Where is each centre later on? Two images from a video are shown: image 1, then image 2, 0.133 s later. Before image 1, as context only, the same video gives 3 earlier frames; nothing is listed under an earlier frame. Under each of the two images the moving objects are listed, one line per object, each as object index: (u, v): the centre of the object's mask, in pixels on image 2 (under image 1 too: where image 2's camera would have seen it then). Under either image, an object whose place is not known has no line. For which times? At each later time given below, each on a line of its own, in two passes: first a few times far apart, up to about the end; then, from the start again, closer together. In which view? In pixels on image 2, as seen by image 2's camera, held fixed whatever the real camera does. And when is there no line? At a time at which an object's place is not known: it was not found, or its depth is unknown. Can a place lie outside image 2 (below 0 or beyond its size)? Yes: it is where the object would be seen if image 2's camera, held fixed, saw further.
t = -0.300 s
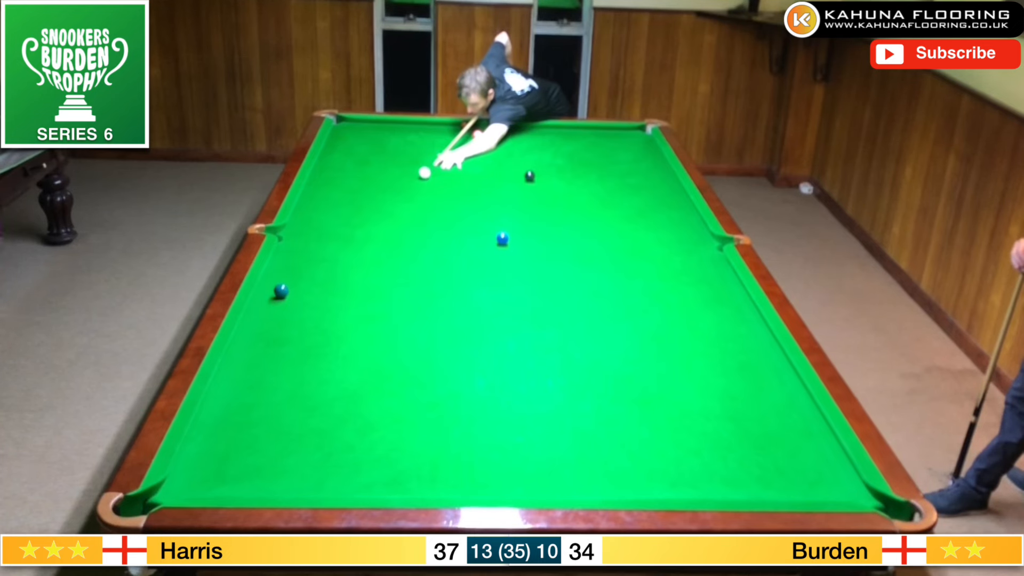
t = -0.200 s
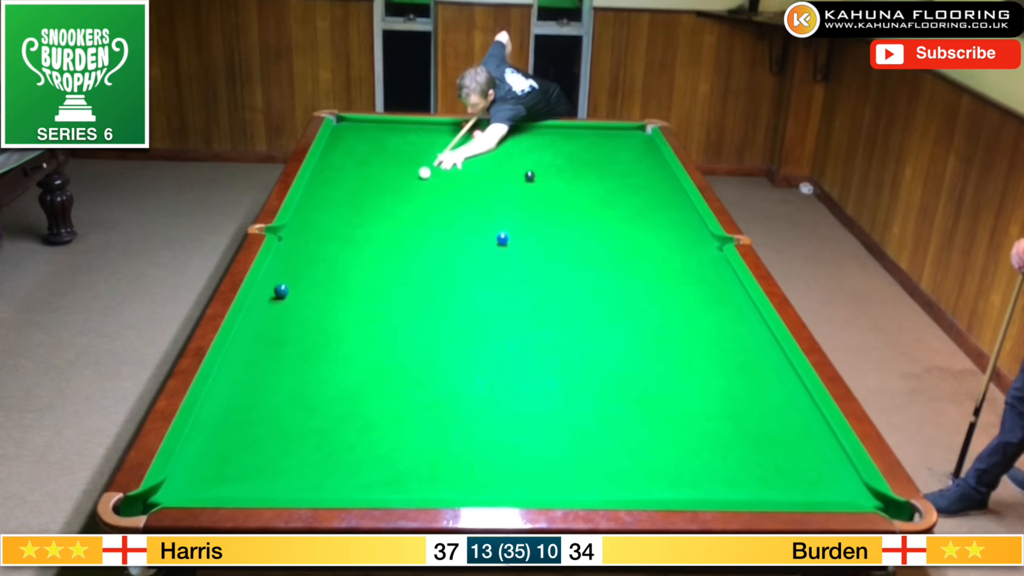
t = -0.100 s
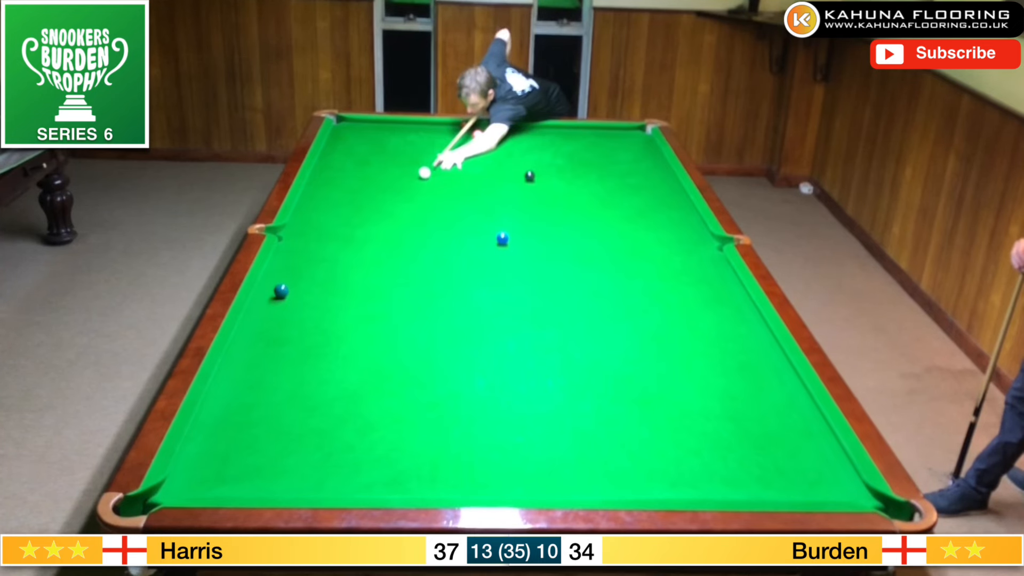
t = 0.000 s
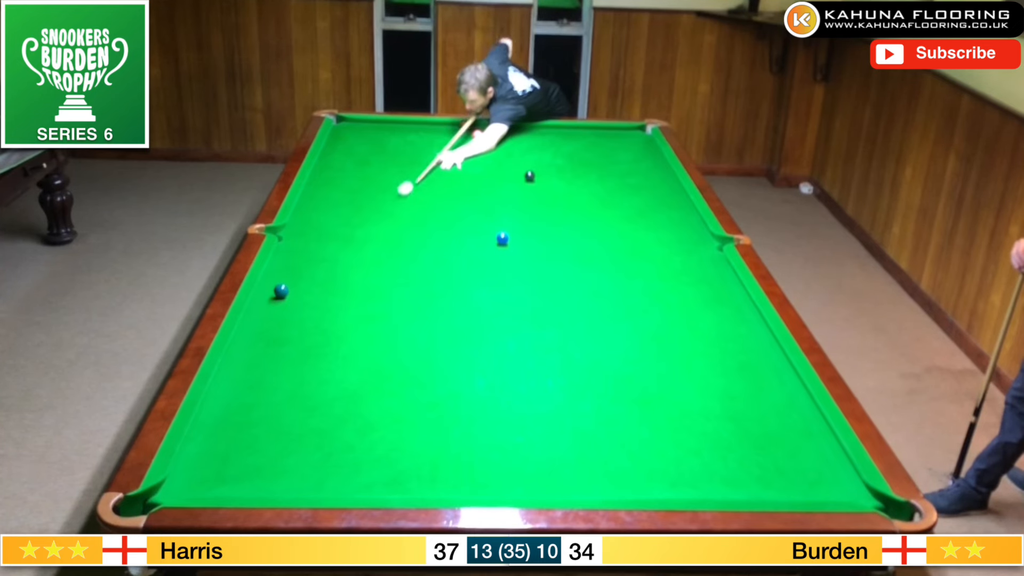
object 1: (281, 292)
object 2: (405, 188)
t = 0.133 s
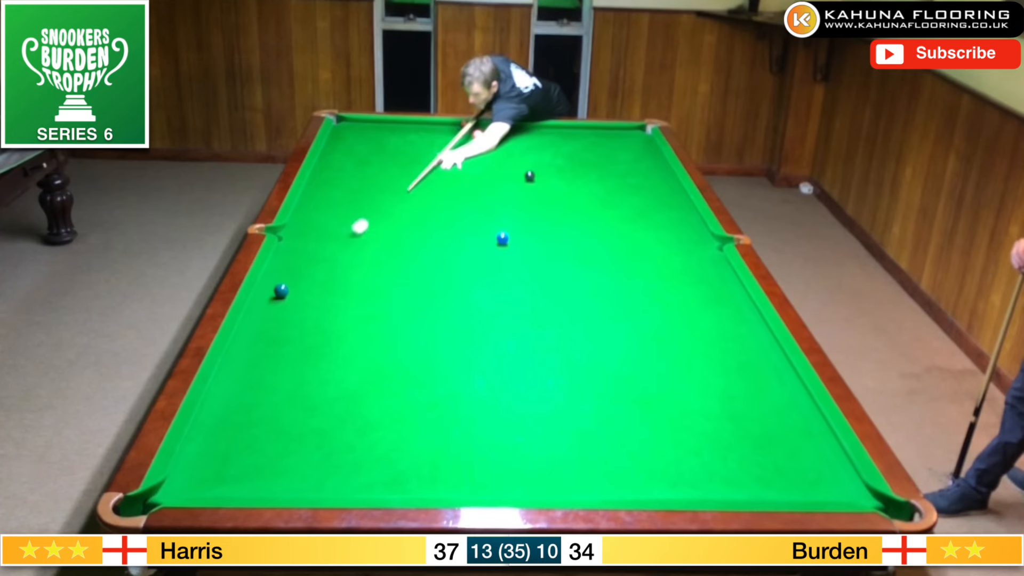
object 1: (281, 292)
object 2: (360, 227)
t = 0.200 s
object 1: (281, 292)
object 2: (334, 248)
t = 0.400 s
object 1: (264, 320)
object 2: (299, 289)
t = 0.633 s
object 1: (314, 381)
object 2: (312, 301)
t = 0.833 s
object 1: (360, 433)
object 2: (323, 310)
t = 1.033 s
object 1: (414, 489)
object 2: (335, 320)
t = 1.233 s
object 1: (483, 454)
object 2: (346, 329)
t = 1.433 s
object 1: (542, 419)
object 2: (358, 338)
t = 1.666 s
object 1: (601, 385)
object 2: (371, 348)
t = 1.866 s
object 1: (646, 359)
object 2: (381, 357)
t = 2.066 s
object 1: (686, 337)
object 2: (391, 364)
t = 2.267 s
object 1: (721, 317)
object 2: (401, 372)
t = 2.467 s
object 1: (737, 300)
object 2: (409, 378)
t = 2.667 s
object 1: (703, 285)
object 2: (417, 384)
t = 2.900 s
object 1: (667, 269)
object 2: (426, 391)
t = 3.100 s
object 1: (639, 258)
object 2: (432, 396)
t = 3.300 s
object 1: (614, 247)
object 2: (437, 400)
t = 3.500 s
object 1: (591, 237)
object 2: (442, 403)
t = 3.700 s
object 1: (570, 227)
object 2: (446, 406)
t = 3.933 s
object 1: (547, 217)
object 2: (449, 408)
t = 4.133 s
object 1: (530, 209)
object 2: (450, 409)
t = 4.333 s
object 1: (513, 201)
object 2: (451, 409)
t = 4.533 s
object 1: (498, 195)
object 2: (451, 409)
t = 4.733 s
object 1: (485, 188)
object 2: (450, 409)
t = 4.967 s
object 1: (470, 181)
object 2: (451, 409)
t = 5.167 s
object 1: (458, 176)
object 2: (450, 409)
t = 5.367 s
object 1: (448, 171)
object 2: (450, 409)
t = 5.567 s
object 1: (438, 166)
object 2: (450, 409)
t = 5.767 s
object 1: (429, 162)
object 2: (450, 409)
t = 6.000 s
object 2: (450, 409)
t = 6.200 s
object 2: (450, 409)
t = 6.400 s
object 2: (450, 409)
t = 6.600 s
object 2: (450, 409)
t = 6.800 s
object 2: (450, 409)
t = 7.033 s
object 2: (450, 409)
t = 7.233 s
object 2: (450, 409)
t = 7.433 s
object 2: (450, 408)
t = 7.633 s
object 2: (450, 409)
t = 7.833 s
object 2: (450, 408)
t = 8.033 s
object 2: (450, 408)
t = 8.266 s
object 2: (450, 409)
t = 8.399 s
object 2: (450, 409)
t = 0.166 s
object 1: (281, 292)
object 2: (347, 237)
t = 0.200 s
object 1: (281, 292)
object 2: (334, 248)
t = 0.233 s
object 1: (281, 292)
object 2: (321, 259)
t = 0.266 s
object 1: (281, 292)
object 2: (308, 270)
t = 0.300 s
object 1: (281, 292)
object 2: (294, 282)
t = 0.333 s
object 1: (266, 300)
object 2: (293, 286)
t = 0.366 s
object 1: (257, 311)
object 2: (296, 288)
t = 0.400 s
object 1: (264, 320)
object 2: (299, 289)
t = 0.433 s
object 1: (271, 329)
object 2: (301, 291)
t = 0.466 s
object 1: (278, 338)
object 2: (302, 293)
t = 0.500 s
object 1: (286, 347)
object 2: (304, 294)
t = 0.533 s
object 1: (293, 356)
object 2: (306, 296)
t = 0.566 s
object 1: (300, 365)
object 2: (308, 298)
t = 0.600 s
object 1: (307, 373)
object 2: (310, 299)
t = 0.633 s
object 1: (314, 381)
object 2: (312, 301)
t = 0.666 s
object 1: (322, 390)
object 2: (314, 303)
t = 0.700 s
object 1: (329, 398)
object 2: (316, 304)
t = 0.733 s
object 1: (337, 407)
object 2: (318, 306)
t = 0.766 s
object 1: (344, 416)
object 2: (319, 307)
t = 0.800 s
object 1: (352, 424)
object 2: (321, 309)
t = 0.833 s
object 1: (360, 433)
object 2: (323, 310)
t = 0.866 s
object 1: (368, 443)
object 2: (325, 312)
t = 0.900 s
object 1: (377, 452)
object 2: (327, 314)
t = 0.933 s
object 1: (386, 462)
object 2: (329, 315)
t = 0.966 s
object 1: (395, 473)
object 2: (331, 317)
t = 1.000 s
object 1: (404, 483)
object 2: (333, 319)
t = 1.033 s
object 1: (414, 489)
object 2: (335, 320)
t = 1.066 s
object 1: (427, 486)
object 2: (336, 322)
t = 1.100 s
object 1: (439, 481)
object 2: (338, 323)
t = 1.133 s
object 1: (451, 473)
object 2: (340, 325)
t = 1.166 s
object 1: (462, 466)
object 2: (342, 326)
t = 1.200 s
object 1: (473, 460)
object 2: (344, 328)
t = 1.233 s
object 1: (483, 454)
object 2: (346, 329)
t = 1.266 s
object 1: (494, 447)
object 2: (348, 331)
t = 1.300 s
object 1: (504, 442)
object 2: (350, 332)
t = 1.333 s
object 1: (514, 435)
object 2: (352, 334)
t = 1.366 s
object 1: (523, 430)
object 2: (354, 335)
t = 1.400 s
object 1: (533, 424)
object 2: (356, 337)
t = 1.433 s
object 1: (542, 419)
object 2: (358, 338)
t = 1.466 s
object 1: (551, 414)
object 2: (359, 340)
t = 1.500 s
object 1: (560, 409)
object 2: (361, 341)
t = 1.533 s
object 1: (569, 403)
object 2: (363, 343)
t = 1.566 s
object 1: (577, 398)
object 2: (365, 344)
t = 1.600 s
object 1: (585, 394)
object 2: (367, 346)
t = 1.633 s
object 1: (593, 389)
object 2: (369, 347)
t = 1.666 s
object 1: (601, 385)
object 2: (371, 348)
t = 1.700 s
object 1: (609, 380)
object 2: (372, 350)
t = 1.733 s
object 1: (617, 376)
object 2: (374, 351)
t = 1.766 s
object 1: (624, 371)
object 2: (376, 352)
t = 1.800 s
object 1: (631, 367)
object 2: (378, 354)
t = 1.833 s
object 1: (639, 363)
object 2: (380, 355)
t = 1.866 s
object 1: (646, 359)
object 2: (381, 357)
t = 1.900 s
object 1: (653, 355)
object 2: (383, 358)
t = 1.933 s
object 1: (660, 352)
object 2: (385, 359)
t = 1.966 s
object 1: (666, 348)
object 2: (386, 360)
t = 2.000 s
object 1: (673, 344)
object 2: (388, 361)
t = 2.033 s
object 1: (679, 341)
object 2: (390, 363)
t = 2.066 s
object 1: (686, 337)
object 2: (391, 364)
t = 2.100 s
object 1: (692, 333)
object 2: (393, 366)
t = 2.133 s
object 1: (698, 330)
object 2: (395, 367)
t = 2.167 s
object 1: (704, 327)
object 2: (396, 368)
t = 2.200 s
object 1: (710, 323)
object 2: (398, 369)
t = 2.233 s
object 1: (715, 320)
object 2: (399, 370)
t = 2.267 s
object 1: (721, 317)
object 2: (401, 372)
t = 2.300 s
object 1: (727, 314)
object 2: (402, 373)
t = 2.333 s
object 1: (733, 311)
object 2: (404, 374)
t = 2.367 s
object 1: (738, 308)
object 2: (405, 375)
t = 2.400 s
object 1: (743, 305)
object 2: (406, 376)
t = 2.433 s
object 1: (745, 303)
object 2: (408, 377)
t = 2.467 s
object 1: (737, 300)
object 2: (409, 378)
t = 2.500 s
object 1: (731, 298)
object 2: (411, 379)
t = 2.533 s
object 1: (725, 295)
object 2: (412, 380)
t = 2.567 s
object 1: (720, 292)
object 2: (414, 381)
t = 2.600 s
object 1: (714, 290)
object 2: (415, 383)
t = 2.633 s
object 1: (708, 287)
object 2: (416, 383)
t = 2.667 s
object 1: (703, 285)
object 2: (417, 384)
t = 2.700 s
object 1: (697, 282)
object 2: (419, 385)
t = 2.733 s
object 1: (692, 280)
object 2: (420, 386)
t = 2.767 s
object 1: (687, 278)
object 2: (421, 387)
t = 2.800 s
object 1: (682, 276)
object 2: (422, 388)
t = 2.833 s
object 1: (677, 274)
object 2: (423, 389)
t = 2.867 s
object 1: (672, 272)
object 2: (424, 390)
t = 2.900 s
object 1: (667, 269)
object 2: (426, 391)
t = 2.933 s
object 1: (662, 267)
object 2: (427, 392)
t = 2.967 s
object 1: (657, 265)
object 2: (428, 393)
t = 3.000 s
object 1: (653, 263)
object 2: (429, 393)
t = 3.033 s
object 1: (648, 262)
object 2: (430, 394)
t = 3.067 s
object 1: (644, 259)
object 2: (431, 395)
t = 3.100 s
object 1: (639, 258)
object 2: (432, 396)
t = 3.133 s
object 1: (635, 256)
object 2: (433, 397)
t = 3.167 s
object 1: (630, 254)
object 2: (433, 397)
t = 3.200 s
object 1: (627, 252)
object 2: (434, 398)
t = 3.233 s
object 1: (622, 250)
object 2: (435, 398)
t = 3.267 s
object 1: (618, 248)
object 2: (436, 399)
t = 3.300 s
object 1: (614, 247)
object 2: (437, 400)
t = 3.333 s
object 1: (610, 245)
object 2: (438, 400)
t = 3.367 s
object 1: (606, 243)
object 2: (439, 401)
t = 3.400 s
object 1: (602, 241)
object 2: (440, 401)
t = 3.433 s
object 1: (598, 240)
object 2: (440, 402)
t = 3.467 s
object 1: (595, 238)
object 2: (441, 402)
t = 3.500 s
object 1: (591, 237)
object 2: (442, 403)
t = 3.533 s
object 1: (587, 235)
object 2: (442, 404)
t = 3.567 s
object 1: (584, 233)
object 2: (443, 404)
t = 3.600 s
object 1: (580, 232)
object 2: (444, 404)
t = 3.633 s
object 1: (577, 230)
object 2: (444, 405)
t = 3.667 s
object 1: (573, 229)
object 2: (445, 405)
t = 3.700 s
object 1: (570, 227)
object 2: (446, 406)
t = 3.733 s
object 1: (566, 225)
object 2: (446, 406)
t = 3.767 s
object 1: (563, 224)
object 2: (447, 406)
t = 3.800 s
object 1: (560, 223)
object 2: (447, 407)
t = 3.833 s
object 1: (557, 221)
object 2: (448, 407)
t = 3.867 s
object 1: (554, 220)
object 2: (448, 407)
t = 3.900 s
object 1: (550, 218)
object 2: (448, 407)
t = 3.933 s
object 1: (547, 217)
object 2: (449, 408)
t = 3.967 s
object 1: (544, 216)
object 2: (449, 408)
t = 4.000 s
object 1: (541, 214)
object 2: (449, 408)
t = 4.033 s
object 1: (538, 213)
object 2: (450, 408)
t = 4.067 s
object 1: (535, 212)
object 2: (450, 409)
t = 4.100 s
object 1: (533, 210)
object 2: (450, 409)
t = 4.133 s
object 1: (530, 209)
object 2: (450, 409)
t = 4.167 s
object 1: (527, 208)
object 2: (451, 409)
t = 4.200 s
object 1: (524, 206)
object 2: (451, 409)
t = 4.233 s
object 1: (521, 205)
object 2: (451, 409)
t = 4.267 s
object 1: (519, 204)
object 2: (451, 409)
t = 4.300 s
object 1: (516, 203)
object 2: (451, 409)
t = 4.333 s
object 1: (513, 201)
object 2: (451, 409)
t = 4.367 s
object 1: (511, 200)
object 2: (451, 409)
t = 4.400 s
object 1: (508, 199)
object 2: (451, 409)
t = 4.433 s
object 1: (506, 198)
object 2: (451, 409)
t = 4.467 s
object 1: (503, 197)
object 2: (451, 409)
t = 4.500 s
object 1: (501, 196)
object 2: (451, 409)
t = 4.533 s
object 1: (498, 195)
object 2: (451, 409)
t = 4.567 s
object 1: (496, 194)
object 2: (451, 409)
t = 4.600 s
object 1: (494, 193)
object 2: (451, 409)
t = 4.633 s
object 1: (492, 192)
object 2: (451, 409)
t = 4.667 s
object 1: (489, 190)
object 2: (450, 409)
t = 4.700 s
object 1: (487, 190)
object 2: (451, 409)
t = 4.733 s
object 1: (485, 188)
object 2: (450, 409)
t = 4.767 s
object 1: (482, 187)
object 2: (451, 409)
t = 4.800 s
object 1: (480, 186)
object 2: (451, 409)
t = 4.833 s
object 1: (478, 185)
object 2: (451, 409)
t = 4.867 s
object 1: (476, 184)
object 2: (450, 409)
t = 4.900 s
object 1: (474, 183)
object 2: (450, 409)
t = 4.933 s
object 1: (472, 182)
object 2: (450, 408)
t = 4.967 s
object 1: (470, 181)
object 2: (451, 409)
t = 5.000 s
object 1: (468, 181)
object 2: (451, 409)
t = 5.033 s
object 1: (466, 180)
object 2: (451, 409)
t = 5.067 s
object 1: (464, 179)
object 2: (450, 409)
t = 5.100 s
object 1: (462, 178)
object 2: (450, 409)
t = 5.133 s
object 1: (460, 177)
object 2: (450, 409)
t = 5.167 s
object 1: (458, 176)
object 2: (450, 409)
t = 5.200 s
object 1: (456, 175)
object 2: (451, 409)
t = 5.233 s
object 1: (455, 174)
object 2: (450, 409)
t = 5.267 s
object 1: (453, 174)
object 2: (450, 408)
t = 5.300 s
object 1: (451, 173)
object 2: (451, 409)
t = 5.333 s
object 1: (449, 172)
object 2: (451, 409)
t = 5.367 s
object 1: (448, 171)
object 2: (450, 409)
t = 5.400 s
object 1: (446, 171)
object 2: (450, 409)
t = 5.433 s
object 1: (444, 170)
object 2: (450, 409)
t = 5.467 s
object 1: (443, 169)
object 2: (450, 409)
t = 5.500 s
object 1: (441, 168)
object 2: (450, 409)
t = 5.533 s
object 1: (439, 167)
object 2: (450, 409)
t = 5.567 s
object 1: (438, 166)
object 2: (450, 409)
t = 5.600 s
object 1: (436, 166)
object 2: (450, 409)
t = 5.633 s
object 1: (435, 165)
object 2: (450, 409)
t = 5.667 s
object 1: (433, 164)
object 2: (450, 409)
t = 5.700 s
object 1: (432, 164)
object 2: (450, 409)
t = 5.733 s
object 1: (430, 163)
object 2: (450, 409)
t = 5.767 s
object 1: (429, 162)
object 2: (450, 409)
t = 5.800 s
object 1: (427, 162)
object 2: (450, 408)
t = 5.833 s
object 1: (426, 161)
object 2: (450, 409)
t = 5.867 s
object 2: (450, 409)
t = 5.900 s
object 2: (450, 409)
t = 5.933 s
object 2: (450, 408)
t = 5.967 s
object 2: (450, 409)
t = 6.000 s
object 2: (450, 409)
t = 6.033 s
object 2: (450, 409)
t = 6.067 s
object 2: (450, 409)
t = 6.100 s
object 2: (450, 409)
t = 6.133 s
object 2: (450, 409)
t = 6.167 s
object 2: (450, 409)
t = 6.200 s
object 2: (450, 409)
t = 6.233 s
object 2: (450, 409)
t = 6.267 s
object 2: (450, 409)
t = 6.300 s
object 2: (450, 409)
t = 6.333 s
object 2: (450, 409)
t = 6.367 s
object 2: (450, 409)
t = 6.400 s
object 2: (450, 409)
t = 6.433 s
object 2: (450, 409)
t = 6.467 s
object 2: (450, 409)
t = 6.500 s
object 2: (450, 409)
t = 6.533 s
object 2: (450, 409)
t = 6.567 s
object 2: (450, 409)
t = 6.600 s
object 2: (450, 409)
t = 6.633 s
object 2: (450, 409)
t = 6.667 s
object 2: (450, 409)
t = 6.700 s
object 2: (450, 409)
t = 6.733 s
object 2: (450, 409)
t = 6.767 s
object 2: (450, 409)
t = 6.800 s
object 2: (450, 409)
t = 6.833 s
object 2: (450, 409)
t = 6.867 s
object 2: (450, 409)
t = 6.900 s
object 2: (450, 409)
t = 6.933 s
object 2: (450, 409)
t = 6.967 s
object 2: (450, 409)
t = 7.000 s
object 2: (450, 409)
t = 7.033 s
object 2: (450, 409)
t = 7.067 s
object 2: (450, 409)
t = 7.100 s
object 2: (450, 409)
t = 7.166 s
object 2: (450, 409)
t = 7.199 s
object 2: (450, 409)
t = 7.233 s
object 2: (450, 409)
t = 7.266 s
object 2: (450, 408)
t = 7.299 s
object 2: (450, 408)
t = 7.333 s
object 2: (450, 408)
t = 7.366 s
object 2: (450, 408)
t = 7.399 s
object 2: (450, 409)
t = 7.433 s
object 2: (450, 408)
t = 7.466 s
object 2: (450, 409)
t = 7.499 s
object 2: (450, 408)
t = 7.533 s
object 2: (450, 409)
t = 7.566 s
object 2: (450, 408)
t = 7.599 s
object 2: (450, 408)
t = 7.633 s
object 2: (450, 409)
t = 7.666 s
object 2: (450, 408)
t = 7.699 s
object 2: (450, 409)
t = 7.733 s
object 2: (450, 408)
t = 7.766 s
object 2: (450, 409)
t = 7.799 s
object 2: (450, 408)
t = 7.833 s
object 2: (450, 408)
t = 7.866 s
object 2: (450, 408)
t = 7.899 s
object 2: (450, 408)
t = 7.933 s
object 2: (450, 409)
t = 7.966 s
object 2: (450, 408)
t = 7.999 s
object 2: (450, 409)
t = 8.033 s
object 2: (450, 408)
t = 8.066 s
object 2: (450, 408)
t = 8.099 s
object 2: (450, 409)
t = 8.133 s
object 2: (450, 408)
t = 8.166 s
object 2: (450, 409)
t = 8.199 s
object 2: (450, 408)
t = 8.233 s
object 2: (450, 408)
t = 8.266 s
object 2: (450, 409)
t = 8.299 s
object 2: (450, 408)
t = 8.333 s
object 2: (450, 408)
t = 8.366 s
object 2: (450, 408)
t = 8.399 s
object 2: (450, 409)
